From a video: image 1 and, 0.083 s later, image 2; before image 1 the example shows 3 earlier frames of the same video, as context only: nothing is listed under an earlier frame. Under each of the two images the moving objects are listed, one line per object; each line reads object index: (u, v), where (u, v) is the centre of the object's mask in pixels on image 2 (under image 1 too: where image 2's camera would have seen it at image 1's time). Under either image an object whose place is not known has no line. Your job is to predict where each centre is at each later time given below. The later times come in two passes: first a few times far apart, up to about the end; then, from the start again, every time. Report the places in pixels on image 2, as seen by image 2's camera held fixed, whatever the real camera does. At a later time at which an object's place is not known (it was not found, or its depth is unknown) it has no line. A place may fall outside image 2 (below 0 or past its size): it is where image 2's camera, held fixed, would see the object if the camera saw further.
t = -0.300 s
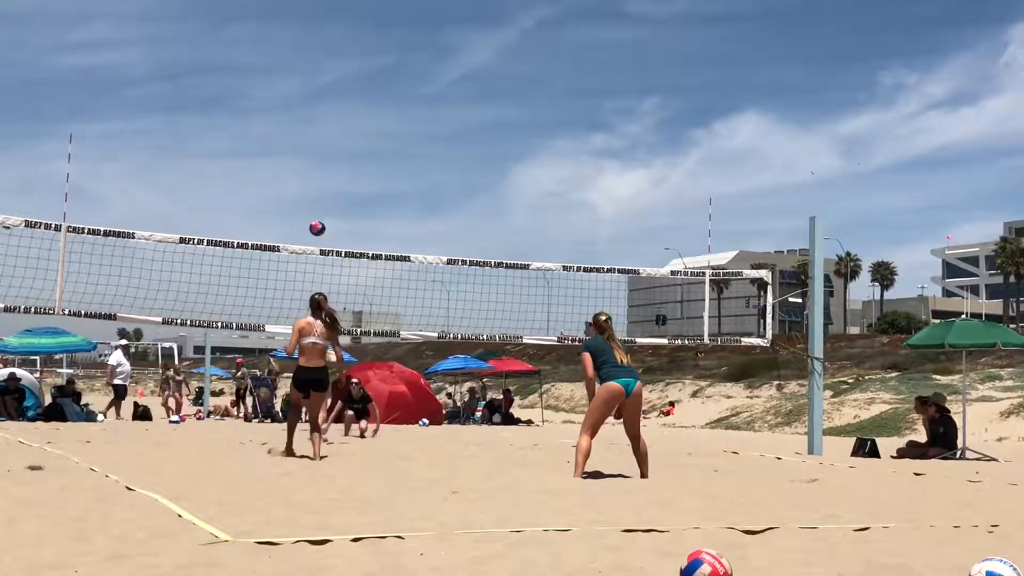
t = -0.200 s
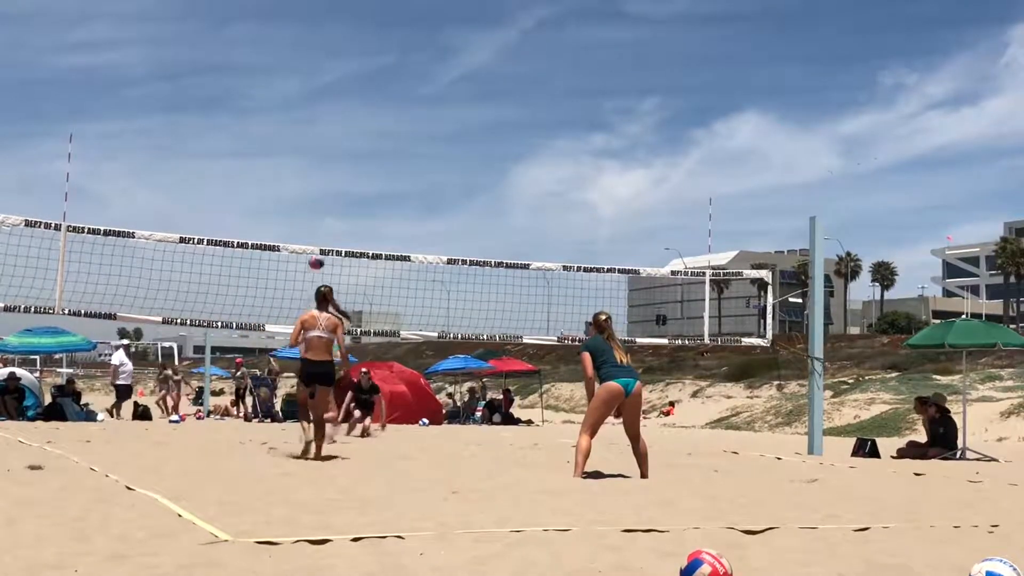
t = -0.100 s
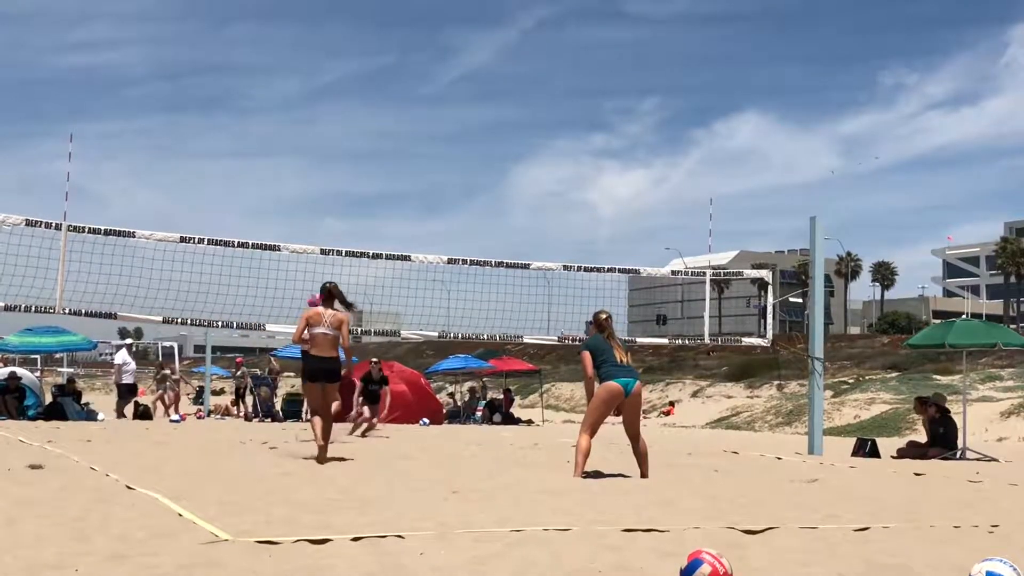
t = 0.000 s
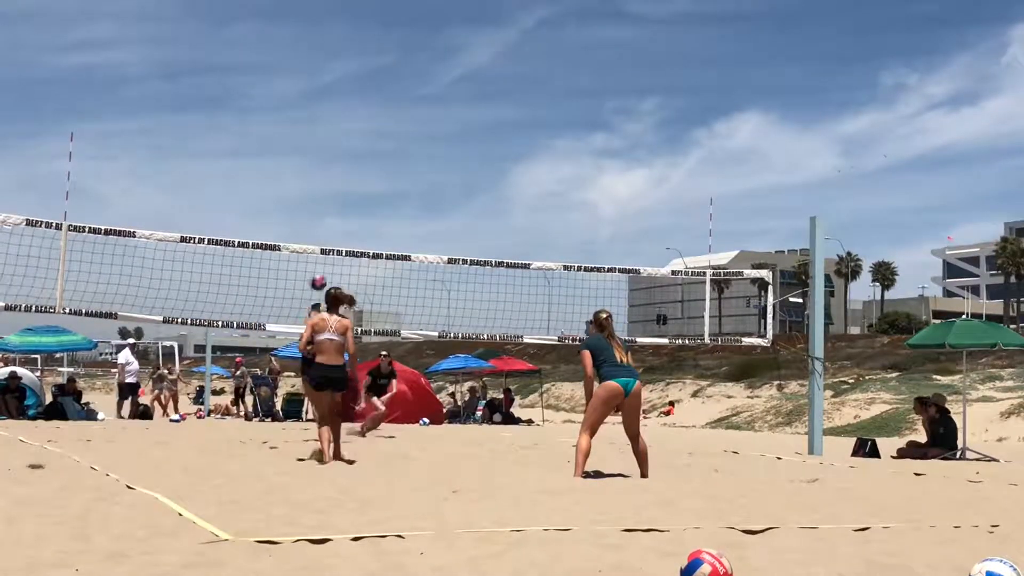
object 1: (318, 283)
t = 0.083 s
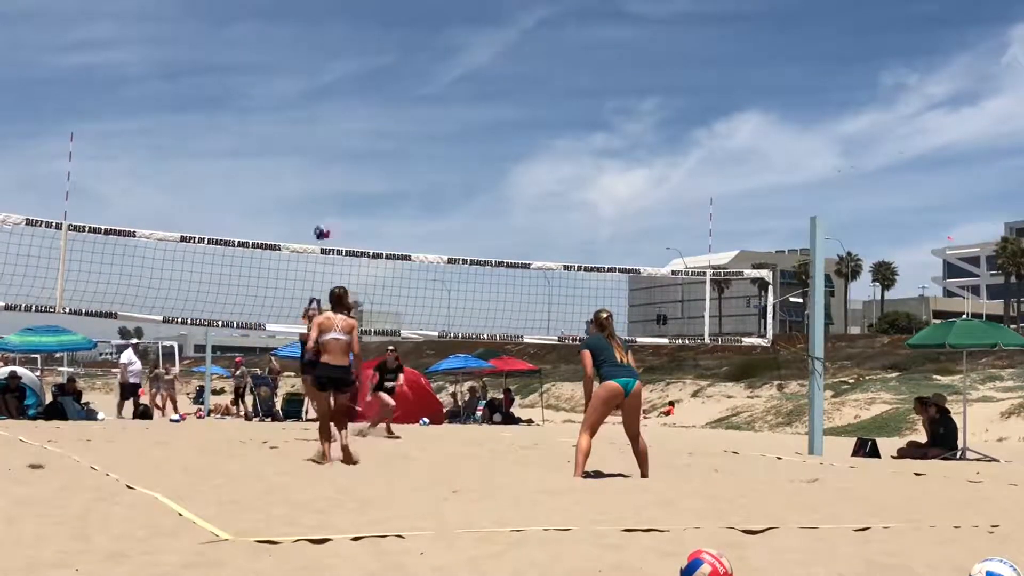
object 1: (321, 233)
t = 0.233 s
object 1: (329, 156)
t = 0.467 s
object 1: (341, 76)
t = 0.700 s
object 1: (352, 34)
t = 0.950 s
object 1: (364, 33)
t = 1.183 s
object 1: (375, 69)
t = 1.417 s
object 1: (387, 139)
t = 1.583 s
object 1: (396, 209)
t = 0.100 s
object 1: (322, 223)
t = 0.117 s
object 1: (323, 213)
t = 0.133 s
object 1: (324, 205)
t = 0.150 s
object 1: (325, 196)
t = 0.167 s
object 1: (326, 188)
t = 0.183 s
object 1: (326, 179)
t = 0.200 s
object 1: (327, 171)
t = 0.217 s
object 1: (328, 164)
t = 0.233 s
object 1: (329, 156)
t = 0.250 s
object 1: (330, 149)
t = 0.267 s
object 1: (330, 143)
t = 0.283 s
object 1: (331, 136)
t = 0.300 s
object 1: (332, 129)
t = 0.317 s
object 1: (333, 122)
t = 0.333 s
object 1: (333, 116)
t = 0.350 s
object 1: (334, 111)
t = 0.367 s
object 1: (336, 104)
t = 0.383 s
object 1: (336, 99)
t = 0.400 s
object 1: (337, 94)
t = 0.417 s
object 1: (338, 89)
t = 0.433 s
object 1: (339, 84)
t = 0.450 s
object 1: (340, 80)
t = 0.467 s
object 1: (341, 76)
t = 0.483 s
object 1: (341, 71)
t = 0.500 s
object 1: (342, 67)
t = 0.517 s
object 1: (343, 63)
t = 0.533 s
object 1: (344, 60)
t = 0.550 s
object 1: (345, 56)
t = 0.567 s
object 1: (346, 53)
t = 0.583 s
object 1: (347, 50)
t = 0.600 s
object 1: (347, 47)
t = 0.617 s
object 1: (349, 44)
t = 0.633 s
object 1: (349, 42)
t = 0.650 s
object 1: (350, 40)
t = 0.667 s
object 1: (350, 38)
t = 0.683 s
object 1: (351, 36)
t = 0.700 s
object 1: (352, 34)
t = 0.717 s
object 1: (353, 33)
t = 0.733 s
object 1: (354, 32)
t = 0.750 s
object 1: (354, 31)
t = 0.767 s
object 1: (355, 30)
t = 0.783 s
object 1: (356, 29)
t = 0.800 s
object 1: (357, 29)
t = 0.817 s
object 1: (357, 28)
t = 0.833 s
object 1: (359, 28)
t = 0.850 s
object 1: (359, 28)
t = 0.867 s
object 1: (360, 29)
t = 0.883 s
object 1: (361, 30)
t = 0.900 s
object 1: (362, 30)
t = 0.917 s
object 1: (362, 31)
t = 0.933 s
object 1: (363, 32)
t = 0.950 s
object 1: (364, 33)
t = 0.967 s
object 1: (365, 35)
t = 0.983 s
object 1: (365, 36)
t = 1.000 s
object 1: (366, 38)
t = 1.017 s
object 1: (367, 40)
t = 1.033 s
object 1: (368, 42)
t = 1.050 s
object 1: (369, 45)
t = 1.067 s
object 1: (370, 48)
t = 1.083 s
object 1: (371, 50)
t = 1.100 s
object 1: (371, 53)
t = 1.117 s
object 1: (372, 56)
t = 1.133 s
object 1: (373, 60)
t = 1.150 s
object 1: (374, 63)
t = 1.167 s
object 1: (374, 67)
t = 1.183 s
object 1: (375, 69)
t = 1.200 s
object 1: (376, 74)
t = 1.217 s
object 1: (377, 78)
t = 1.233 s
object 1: (378, 82)
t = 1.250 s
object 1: (378, 86)
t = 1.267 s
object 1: (379, 92)
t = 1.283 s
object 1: (380, 96)
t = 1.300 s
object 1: (381, 101)
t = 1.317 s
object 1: (382, 106)
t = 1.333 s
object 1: (383, 112)
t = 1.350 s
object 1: (384, 117)
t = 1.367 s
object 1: (384, 123)
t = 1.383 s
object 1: (385, 128)
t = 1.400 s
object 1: (386, 133)
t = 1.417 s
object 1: (387, 139)
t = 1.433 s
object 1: (388, 146)
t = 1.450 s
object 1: (389, 152)
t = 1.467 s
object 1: (390, 159)
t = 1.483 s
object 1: (391, 166)
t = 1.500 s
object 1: (392, 173)
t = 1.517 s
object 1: (392, 180)
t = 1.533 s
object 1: (394, 187)
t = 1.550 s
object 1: (395, 194)
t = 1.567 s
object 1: (395, 202)
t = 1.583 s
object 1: (396, 209)
